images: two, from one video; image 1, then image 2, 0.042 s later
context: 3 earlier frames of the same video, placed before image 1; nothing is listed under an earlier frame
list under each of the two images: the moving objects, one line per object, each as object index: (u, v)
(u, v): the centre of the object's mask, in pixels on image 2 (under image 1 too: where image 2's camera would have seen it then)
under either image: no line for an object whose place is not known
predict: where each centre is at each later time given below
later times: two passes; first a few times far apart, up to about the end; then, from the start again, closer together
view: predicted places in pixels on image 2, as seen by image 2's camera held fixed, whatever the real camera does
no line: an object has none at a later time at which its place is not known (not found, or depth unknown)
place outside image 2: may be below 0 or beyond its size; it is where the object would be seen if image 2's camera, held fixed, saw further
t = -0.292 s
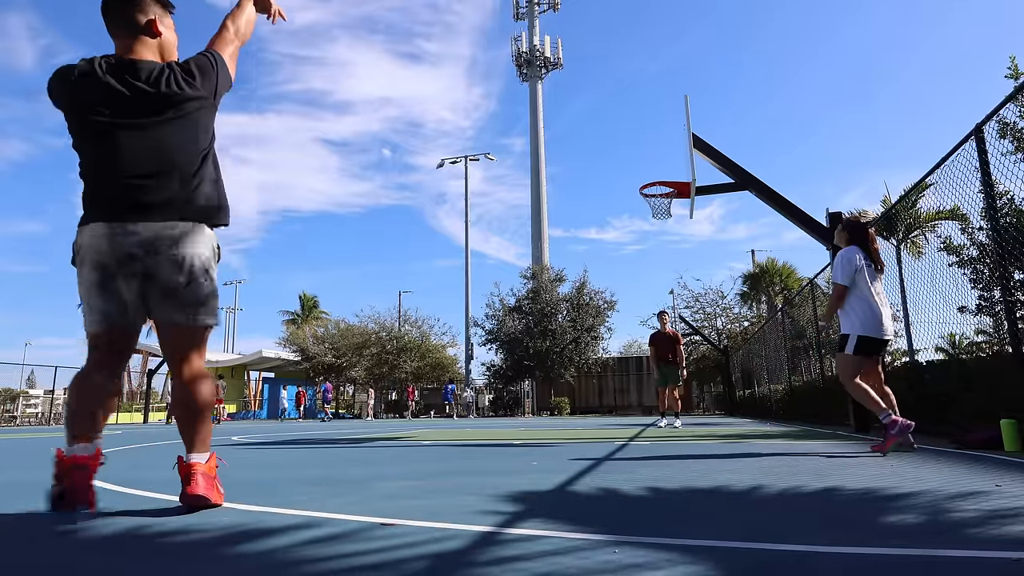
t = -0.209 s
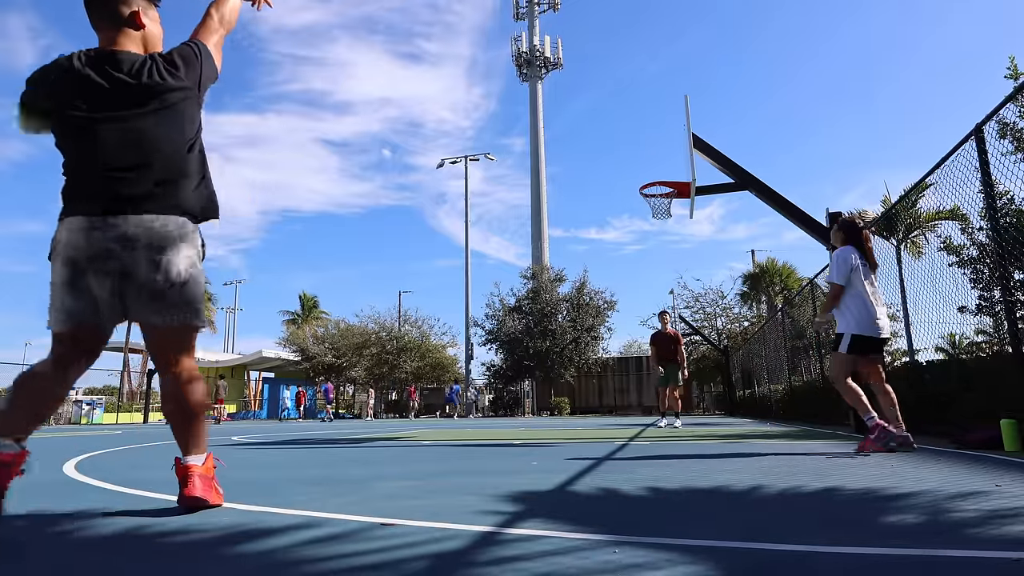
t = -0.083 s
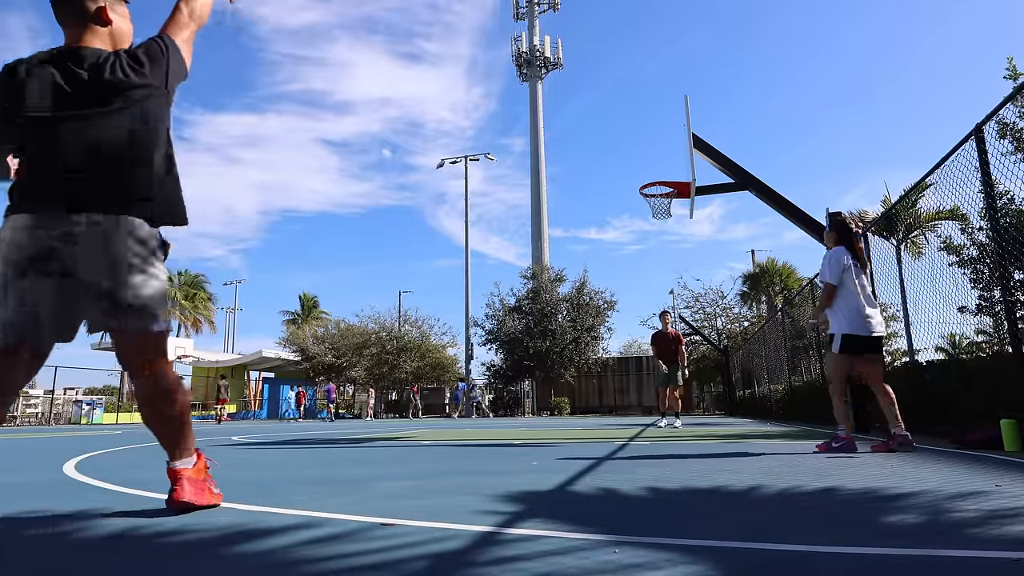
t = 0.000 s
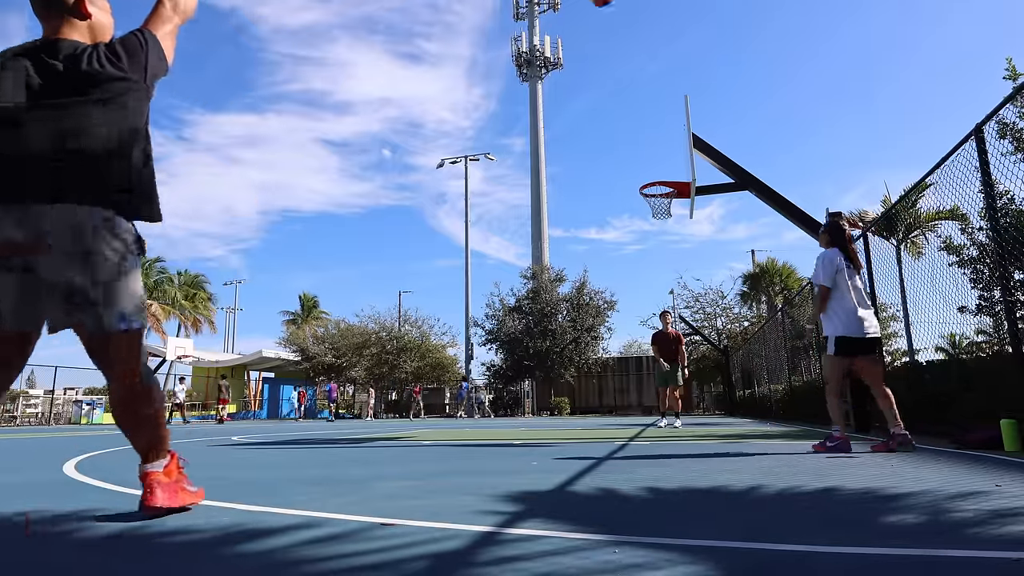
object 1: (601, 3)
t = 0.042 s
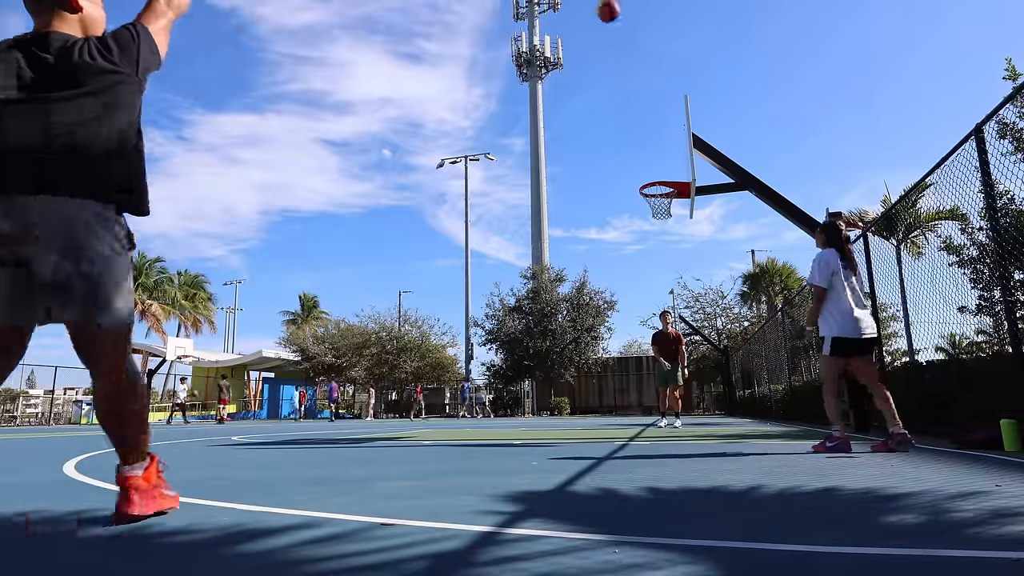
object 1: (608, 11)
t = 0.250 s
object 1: (637, 101)
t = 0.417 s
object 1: (658, 182)
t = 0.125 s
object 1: (620, 45)
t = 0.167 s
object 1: (626, 63)
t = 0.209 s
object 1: (631, 82)
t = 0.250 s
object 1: (637, 101)
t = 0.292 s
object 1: (643, 121)
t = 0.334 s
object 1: (648, 141)
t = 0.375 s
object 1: (654, 162)
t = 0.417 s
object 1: (658, 182)
